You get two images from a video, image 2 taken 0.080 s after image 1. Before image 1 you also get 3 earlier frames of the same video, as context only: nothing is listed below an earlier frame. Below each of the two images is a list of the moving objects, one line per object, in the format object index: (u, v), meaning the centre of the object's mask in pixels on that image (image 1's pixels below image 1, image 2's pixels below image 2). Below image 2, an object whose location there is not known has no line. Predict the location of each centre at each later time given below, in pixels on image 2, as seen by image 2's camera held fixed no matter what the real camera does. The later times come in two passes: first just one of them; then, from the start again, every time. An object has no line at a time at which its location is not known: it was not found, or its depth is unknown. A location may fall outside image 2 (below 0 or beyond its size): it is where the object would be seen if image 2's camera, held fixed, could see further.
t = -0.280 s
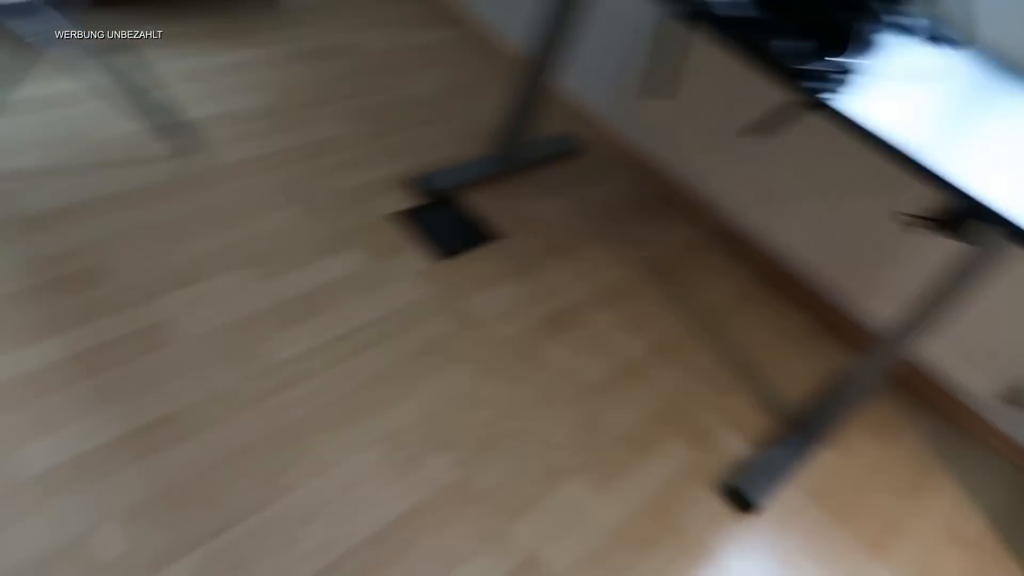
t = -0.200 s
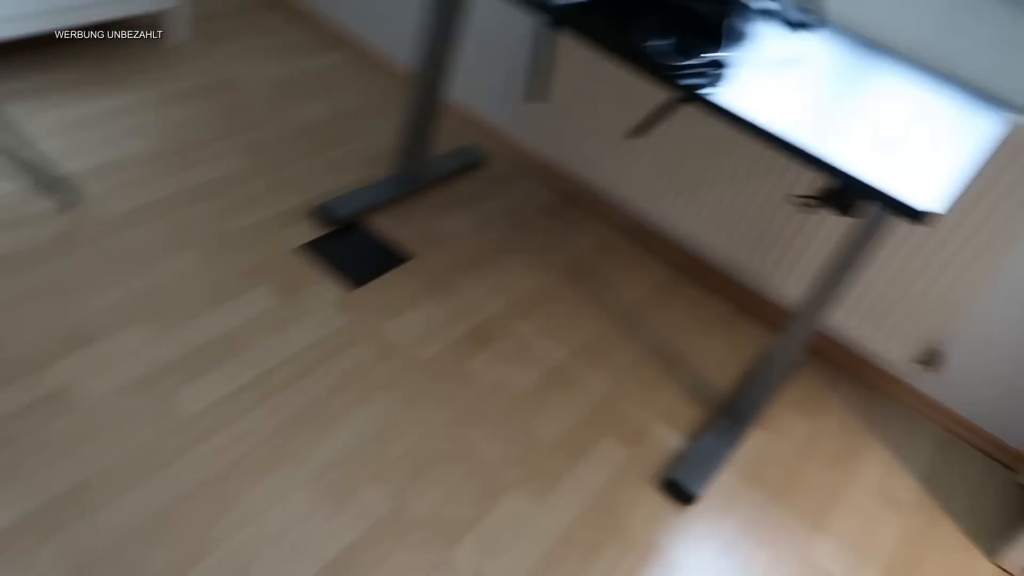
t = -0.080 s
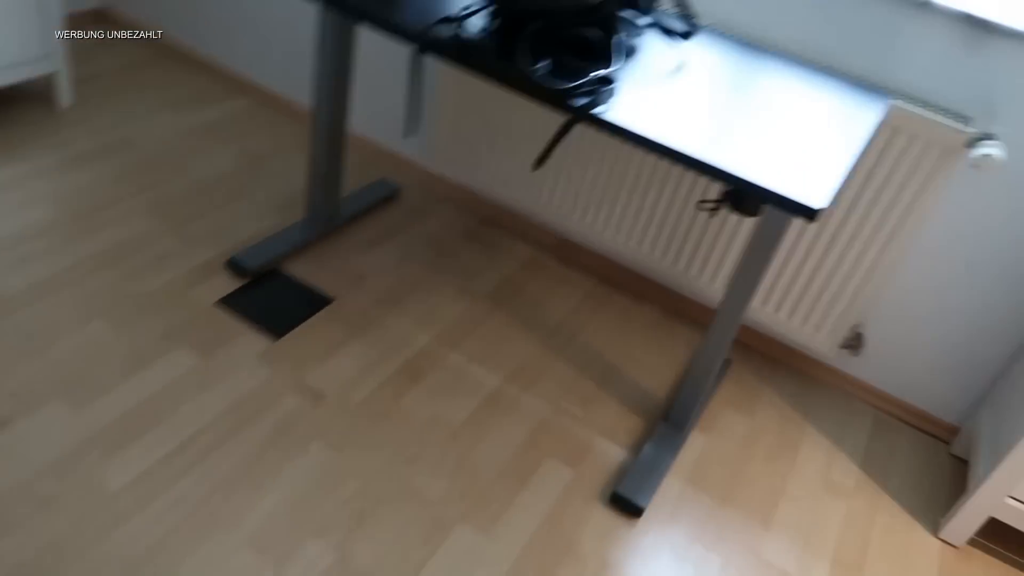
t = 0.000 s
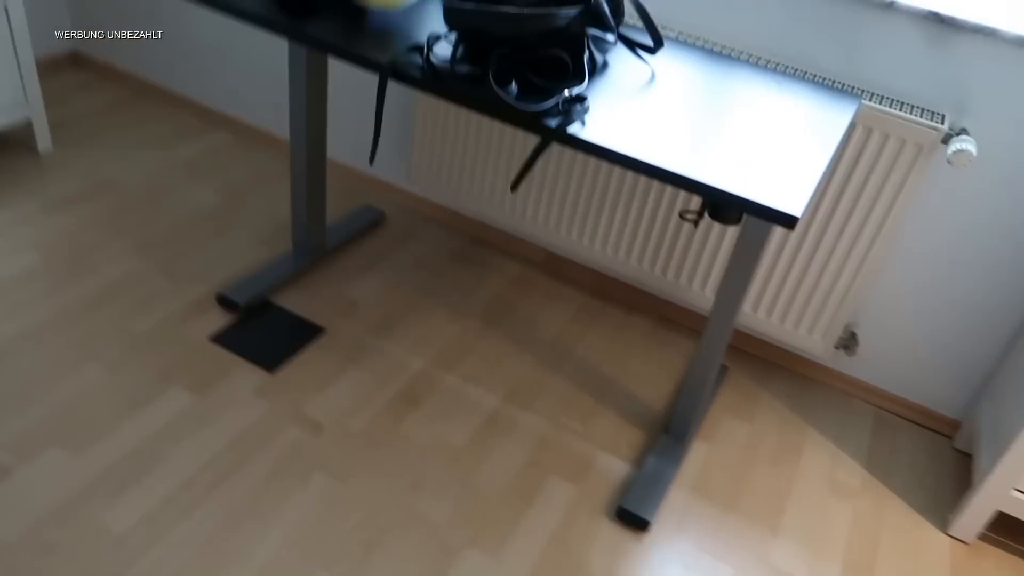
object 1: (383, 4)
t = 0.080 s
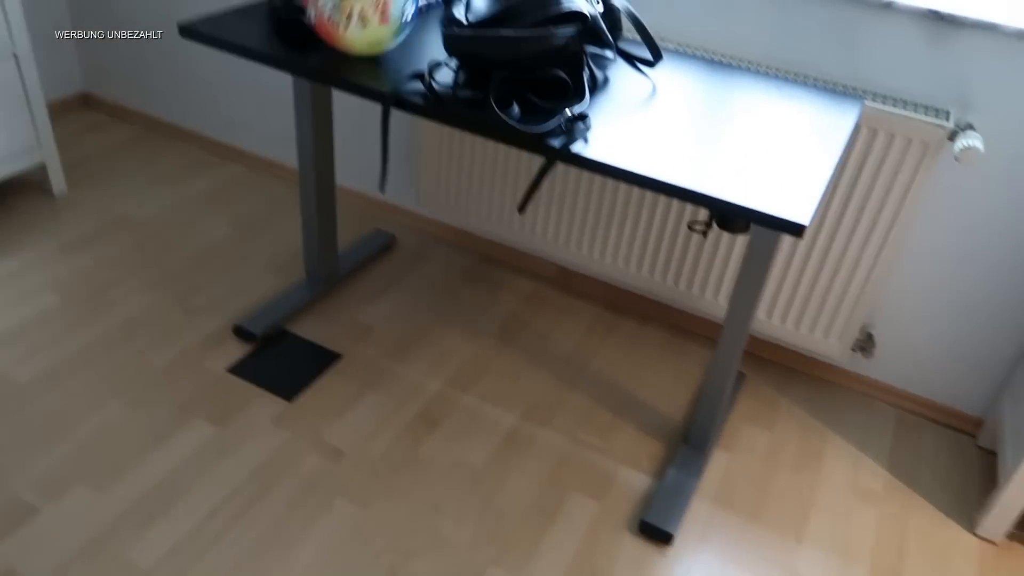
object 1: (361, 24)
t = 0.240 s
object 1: (317, 6)
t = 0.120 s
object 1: (350, 15)
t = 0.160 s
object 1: (339, 12)
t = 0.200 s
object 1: (328, 7)
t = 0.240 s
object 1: (317, 6)
